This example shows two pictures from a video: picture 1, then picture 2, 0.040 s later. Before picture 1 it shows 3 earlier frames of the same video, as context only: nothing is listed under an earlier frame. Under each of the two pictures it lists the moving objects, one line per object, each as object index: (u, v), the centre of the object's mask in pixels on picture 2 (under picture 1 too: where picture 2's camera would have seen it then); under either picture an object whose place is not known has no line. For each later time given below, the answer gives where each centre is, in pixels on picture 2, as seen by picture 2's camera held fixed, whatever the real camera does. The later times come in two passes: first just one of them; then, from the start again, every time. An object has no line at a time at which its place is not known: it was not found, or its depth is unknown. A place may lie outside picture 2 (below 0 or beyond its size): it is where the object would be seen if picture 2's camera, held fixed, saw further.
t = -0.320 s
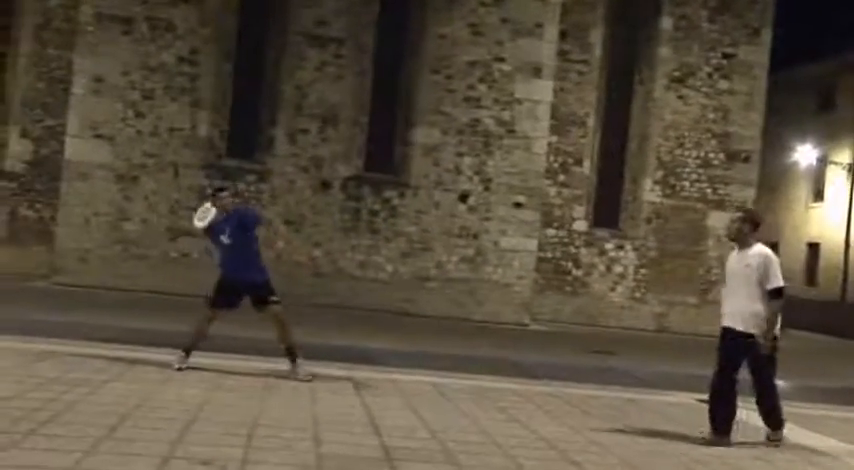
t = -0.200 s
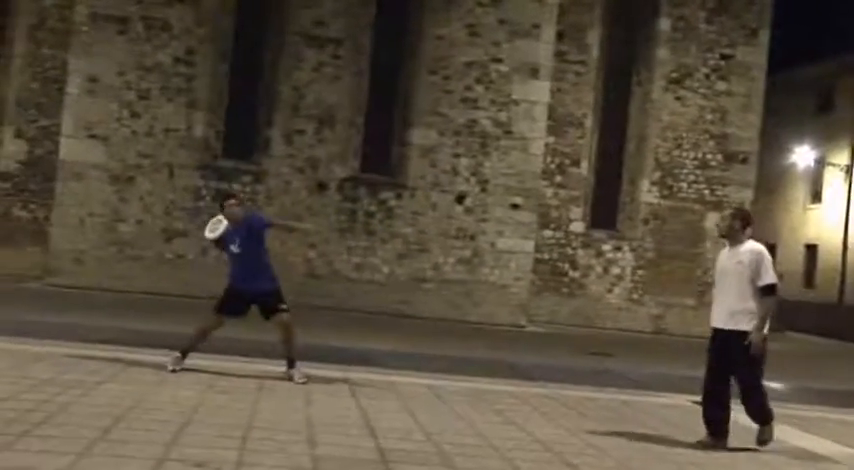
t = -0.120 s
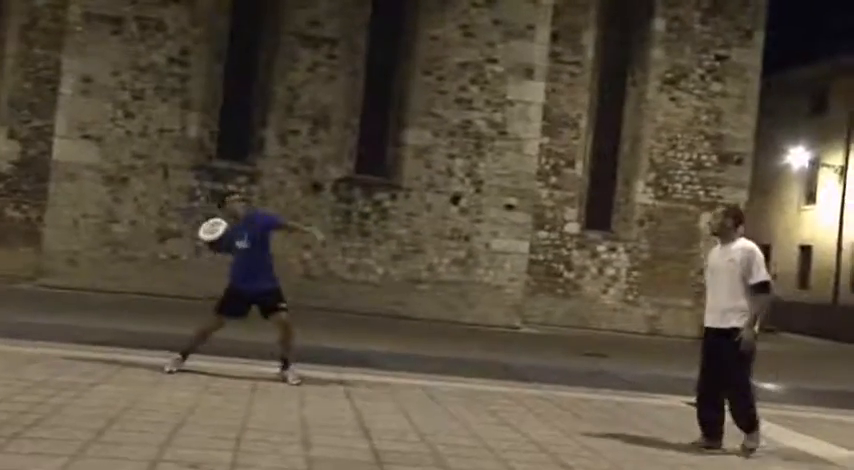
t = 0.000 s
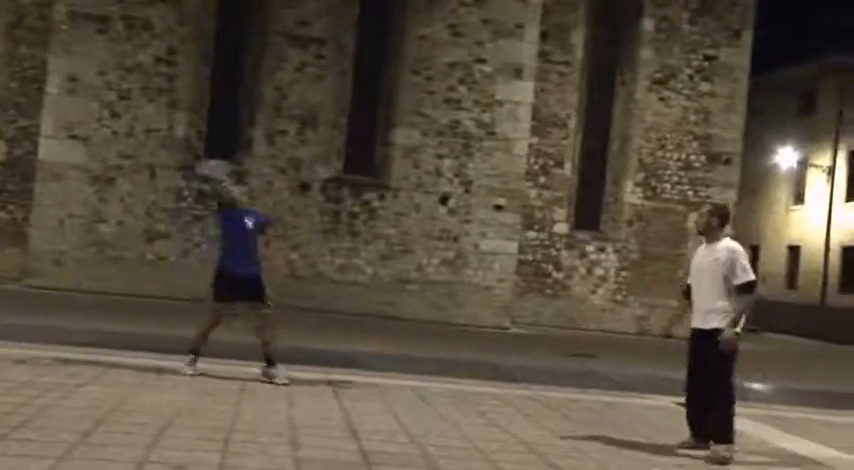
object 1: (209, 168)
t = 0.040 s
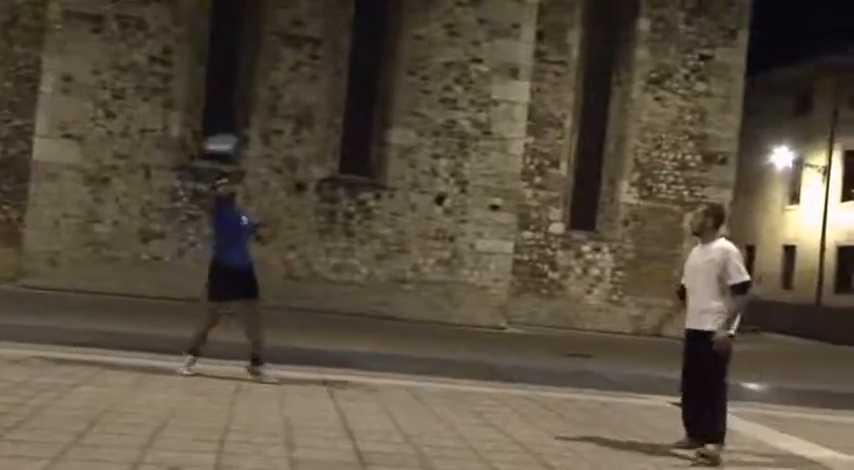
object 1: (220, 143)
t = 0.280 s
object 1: (338, 34)
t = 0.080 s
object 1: (240, 118)
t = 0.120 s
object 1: (260, 97)
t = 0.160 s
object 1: (280, 78)
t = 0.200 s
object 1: (298, 60)
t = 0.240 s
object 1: (319, 45)
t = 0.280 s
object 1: (338, 34)
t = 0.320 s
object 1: (358, 22)
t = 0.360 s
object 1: (377, 14)
